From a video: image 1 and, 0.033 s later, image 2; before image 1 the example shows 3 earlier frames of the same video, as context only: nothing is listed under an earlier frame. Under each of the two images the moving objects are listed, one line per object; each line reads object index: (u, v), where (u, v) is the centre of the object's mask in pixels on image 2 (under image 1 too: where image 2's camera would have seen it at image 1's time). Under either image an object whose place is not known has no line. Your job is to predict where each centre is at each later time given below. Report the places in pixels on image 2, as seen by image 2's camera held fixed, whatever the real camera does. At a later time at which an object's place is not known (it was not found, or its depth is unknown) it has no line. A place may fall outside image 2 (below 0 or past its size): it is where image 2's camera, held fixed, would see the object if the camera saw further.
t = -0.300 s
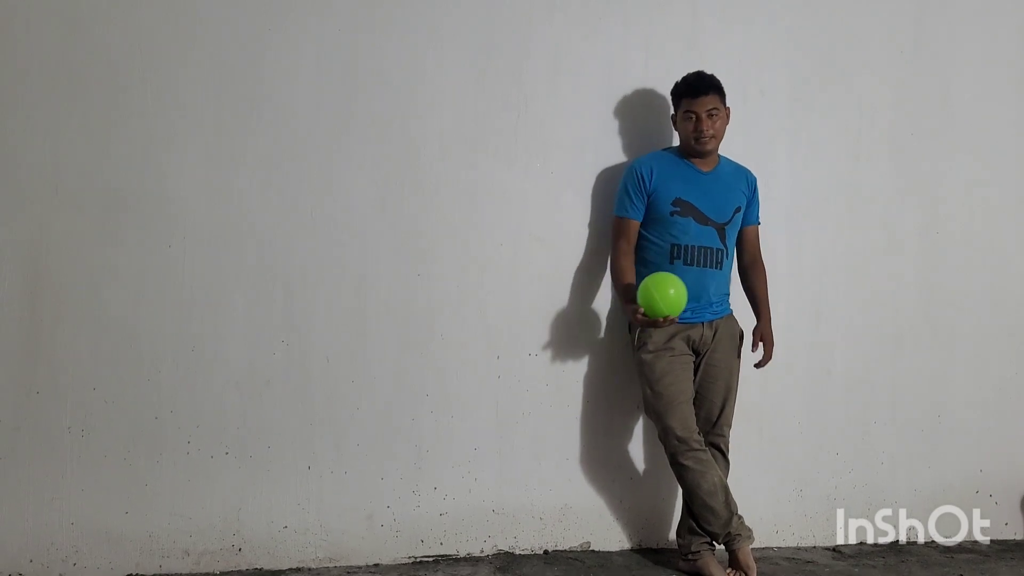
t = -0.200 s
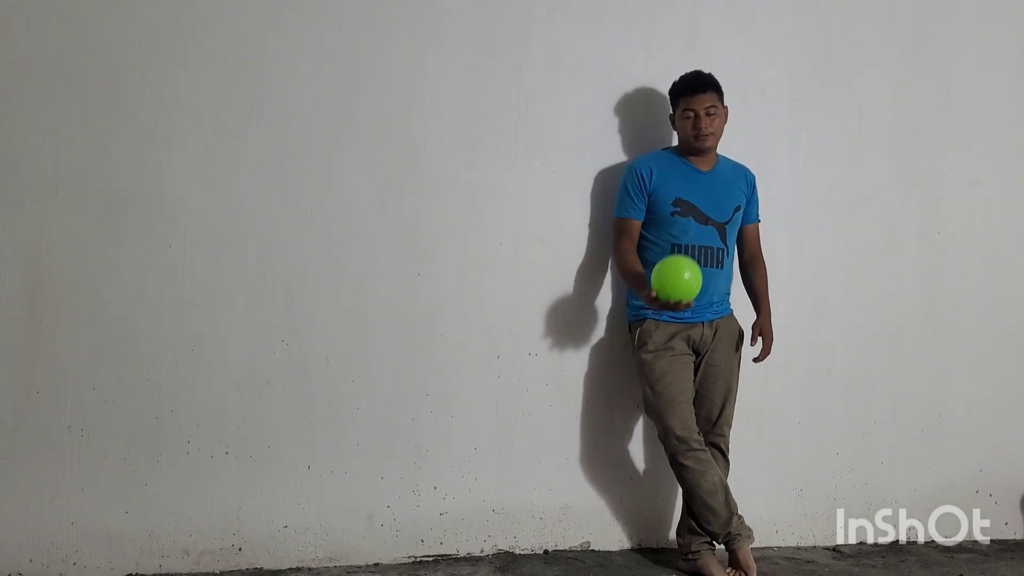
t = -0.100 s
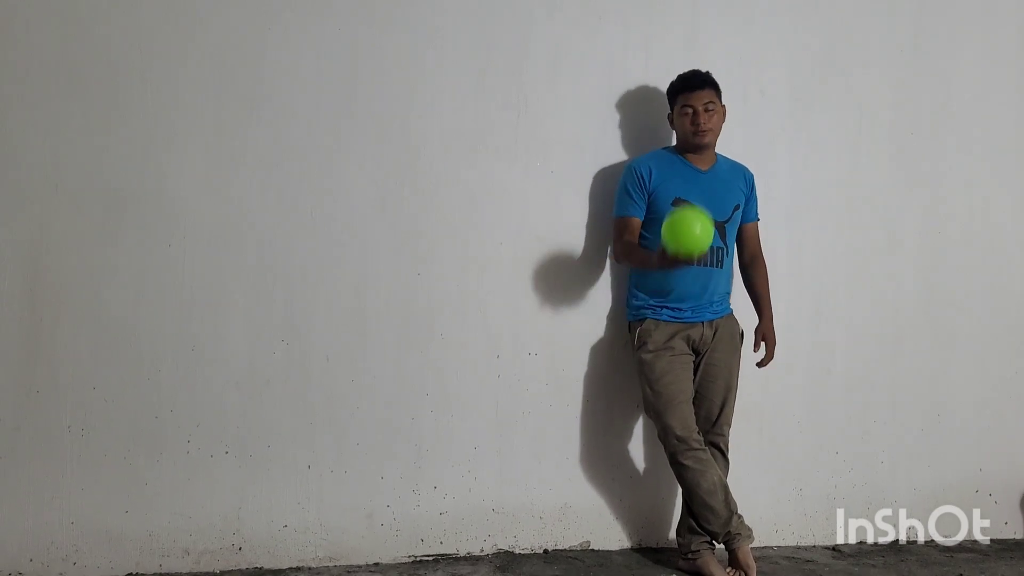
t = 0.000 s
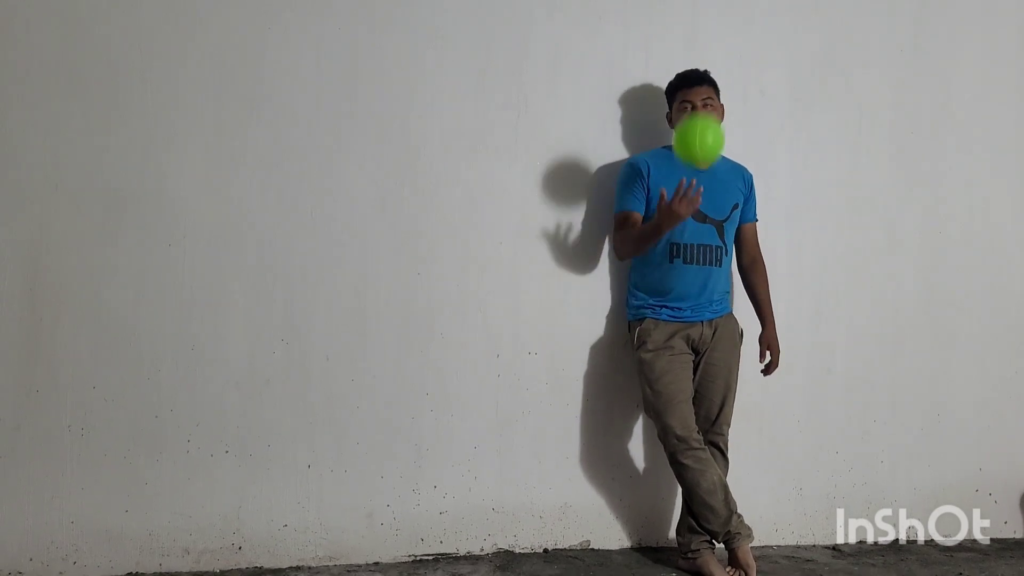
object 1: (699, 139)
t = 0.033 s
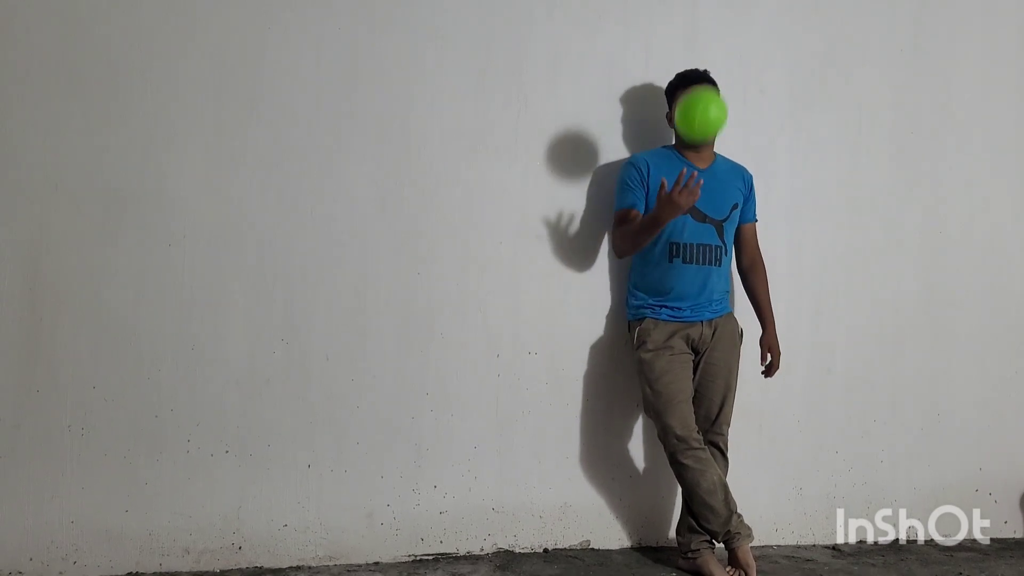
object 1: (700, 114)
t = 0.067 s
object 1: (703, 93)
